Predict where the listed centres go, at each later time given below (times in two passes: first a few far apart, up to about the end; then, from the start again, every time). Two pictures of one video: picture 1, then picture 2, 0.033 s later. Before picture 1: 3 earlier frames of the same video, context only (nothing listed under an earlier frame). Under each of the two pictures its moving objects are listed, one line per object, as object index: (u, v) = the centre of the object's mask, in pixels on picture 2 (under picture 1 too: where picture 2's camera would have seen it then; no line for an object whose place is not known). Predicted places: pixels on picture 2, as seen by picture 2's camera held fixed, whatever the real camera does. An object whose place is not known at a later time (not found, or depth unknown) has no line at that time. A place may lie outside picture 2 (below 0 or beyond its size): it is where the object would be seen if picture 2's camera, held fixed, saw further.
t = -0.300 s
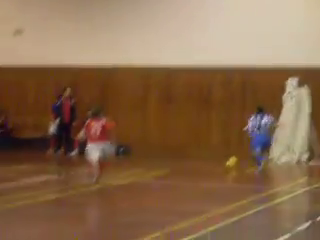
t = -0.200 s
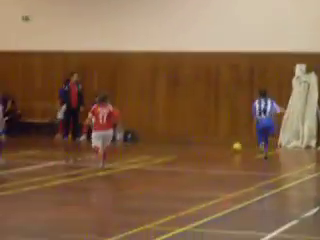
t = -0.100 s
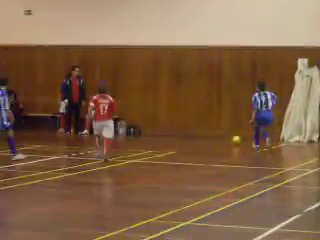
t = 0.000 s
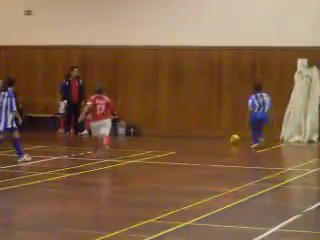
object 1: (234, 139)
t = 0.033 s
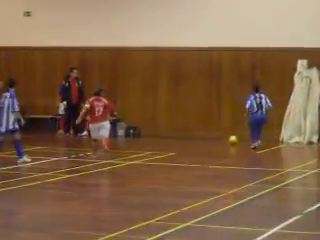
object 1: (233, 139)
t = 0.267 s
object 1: (229, 136)
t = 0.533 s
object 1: (220, 133)
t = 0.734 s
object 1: (202, 134)
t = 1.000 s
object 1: (187, 135)
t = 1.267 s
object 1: (171, 134)
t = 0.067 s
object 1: (232, 139)
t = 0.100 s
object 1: (232, 138)
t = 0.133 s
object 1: (231, 138)
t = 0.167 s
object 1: (230, 138)
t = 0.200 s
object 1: (230, 137)
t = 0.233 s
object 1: (230, 137)
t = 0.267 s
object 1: (229, 136)
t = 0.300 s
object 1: (227, 136)
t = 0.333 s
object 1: (227, 135)
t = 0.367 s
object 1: (227, 135)
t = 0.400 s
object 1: (227, 135)
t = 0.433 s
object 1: (226, 135)
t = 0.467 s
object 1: (225, 134)
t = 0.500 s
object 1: (221, 133)
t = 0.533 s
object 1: (220, 133)
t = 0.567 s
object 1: (216, 132)
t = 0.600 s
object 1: (213, 132)
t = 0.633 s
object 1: (211, 132)
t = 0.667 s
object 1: (207, 133)
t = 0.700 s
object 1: (205, 134)
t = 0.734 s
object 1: (202, 134)
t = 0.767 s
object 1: (200, 134)
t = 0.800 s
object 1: (197, 134)
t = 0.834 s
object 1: (195, 134)
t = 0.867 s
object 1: (194, 134)
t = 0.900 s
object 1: (192, 134)
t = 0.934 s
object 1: (190, 134)
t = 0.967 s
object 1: (188, 135)
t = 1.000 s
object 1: (187, 135)
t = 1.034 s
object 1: (184, 135)
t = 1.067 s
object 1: (182, 135)
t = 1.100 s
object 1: (180, 134)
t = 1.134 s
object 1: (178, 135)
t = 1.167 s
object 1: (176, 134)
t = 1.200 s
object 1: (175, 134)
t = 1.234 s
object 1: (172, 134)
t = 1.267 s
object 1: (171, 134)
